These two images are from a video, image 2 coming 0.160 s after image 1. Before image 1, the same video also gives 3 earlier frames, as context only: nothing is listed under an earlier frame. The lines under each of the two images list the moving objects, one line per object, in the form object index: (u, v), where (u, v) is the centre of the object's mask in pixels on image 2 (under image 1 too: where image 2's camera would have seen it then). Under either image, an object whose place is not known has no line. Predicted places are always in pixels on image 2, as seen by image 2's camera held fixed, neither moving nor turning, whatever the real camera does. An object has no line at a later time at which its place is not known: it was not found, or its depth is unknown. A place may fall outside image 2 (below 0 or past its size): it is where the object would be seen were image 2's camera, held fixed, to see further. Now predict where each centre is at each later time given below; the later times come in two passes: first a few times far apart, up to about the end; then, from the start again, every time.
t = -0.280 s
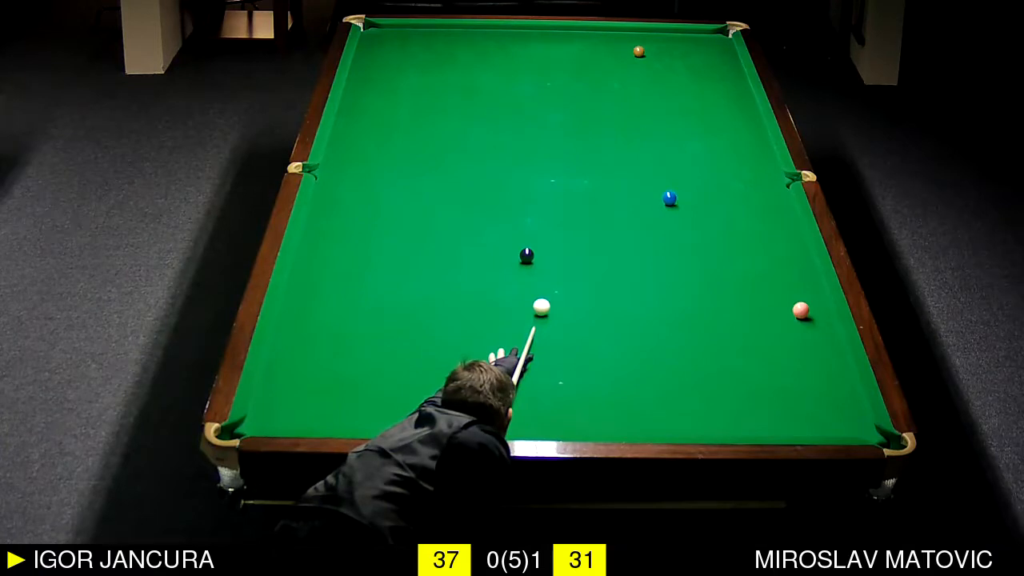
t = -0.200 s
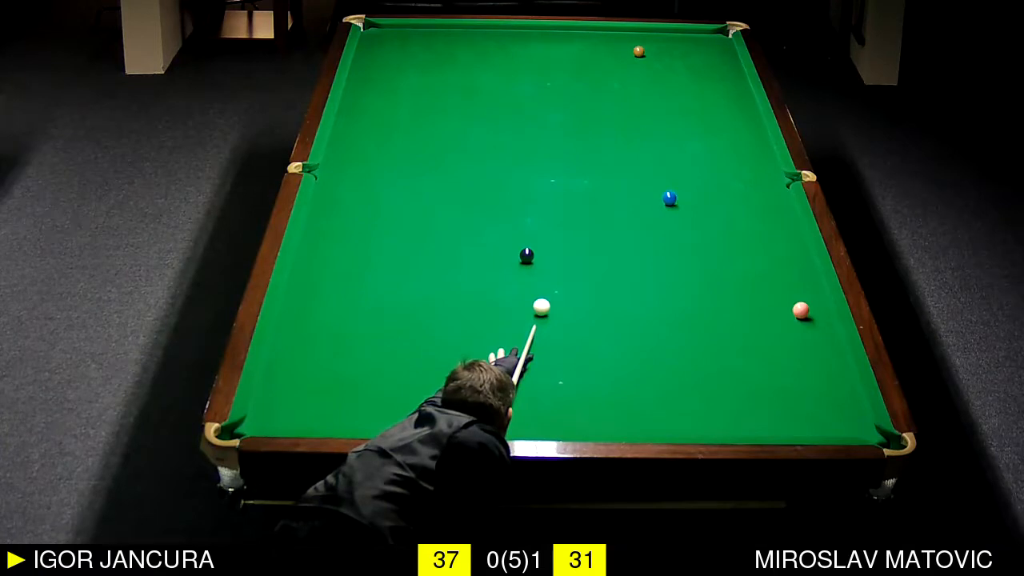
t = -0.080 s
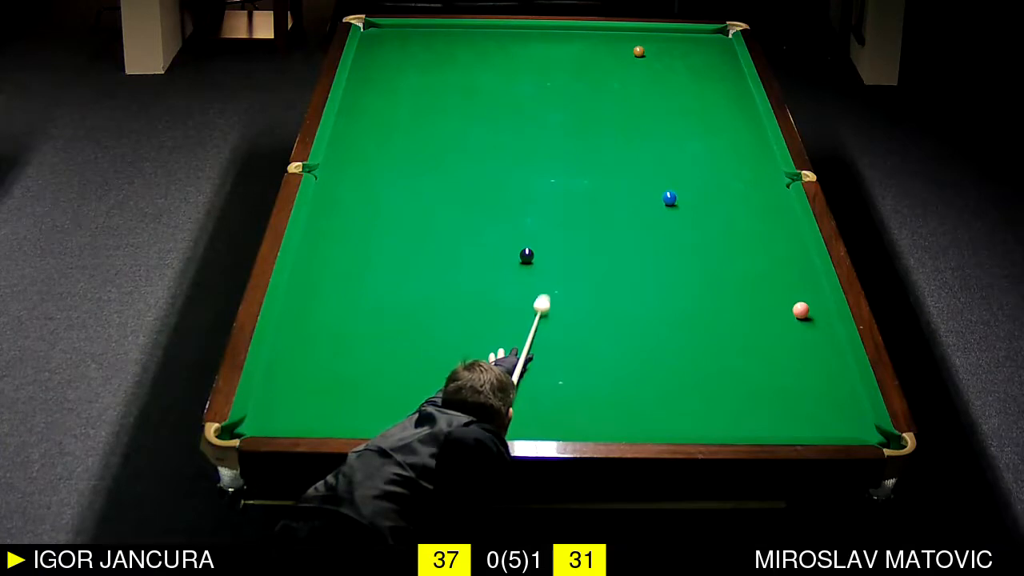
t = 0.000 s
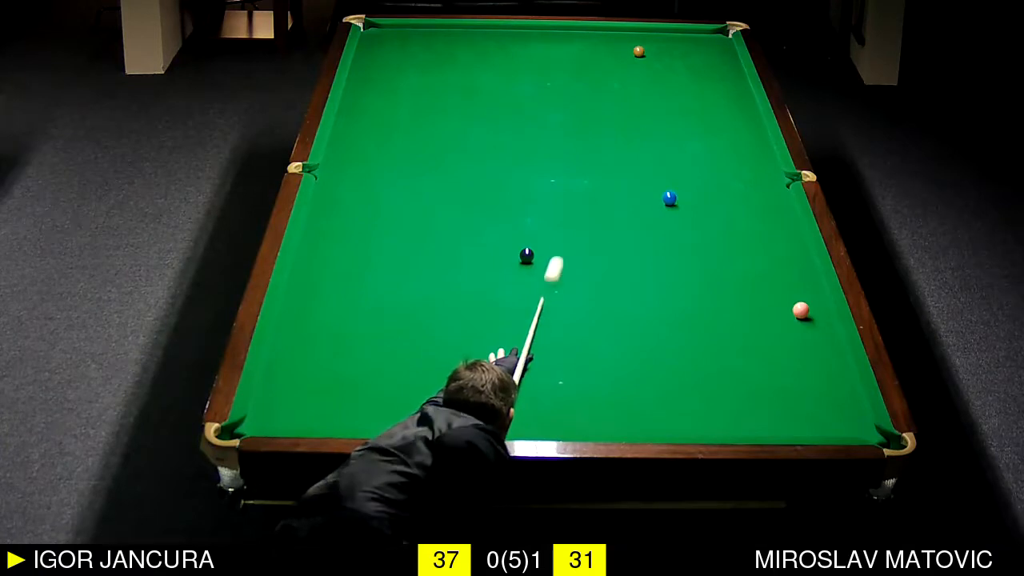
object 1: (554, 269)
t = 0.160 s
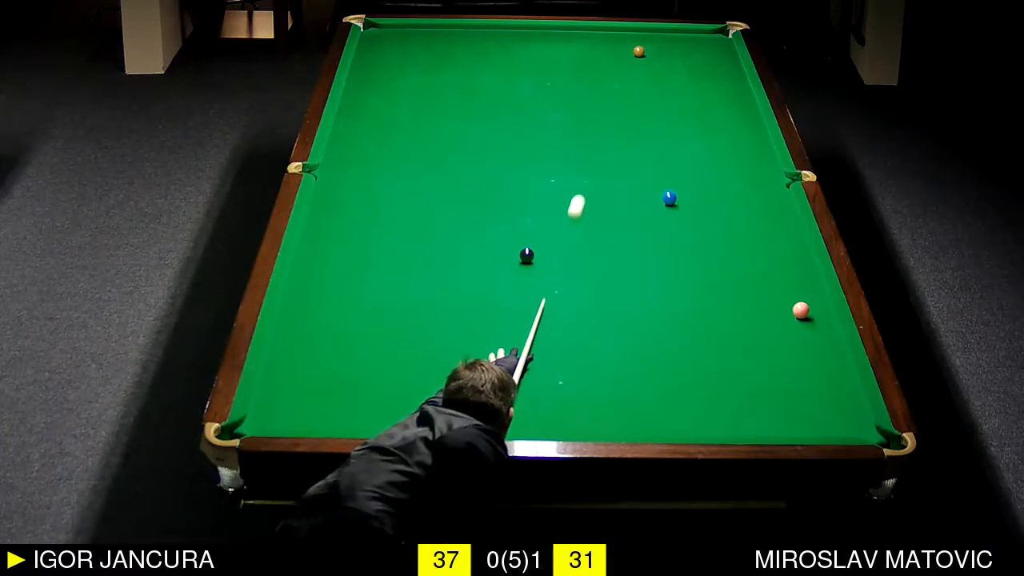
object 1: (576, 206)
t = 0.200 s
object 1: (581, 192)
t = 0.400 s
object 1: (600, 138)
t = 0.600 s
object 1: (614, 96)
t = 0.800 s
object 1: (627, 60)
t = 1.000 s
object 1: (602, 37)
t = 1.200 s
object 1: (579, 35)
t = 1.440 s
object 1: (555, 52)
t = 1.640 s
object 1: (534, 66)
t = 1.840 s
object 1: (513, 81)
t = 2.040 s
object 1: (490, 96)
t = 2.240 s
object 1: (468, 112)
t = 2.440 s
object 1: (445, 128)
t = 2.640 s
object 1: (421, 145)
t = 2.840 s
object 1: (396, 162)
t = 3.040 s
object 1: (371, 180)
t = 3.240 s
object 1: (345, 198)
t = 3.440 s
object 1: (319, 217)
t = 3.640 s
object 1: (315, 235)
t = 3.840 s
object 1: (322, 251)
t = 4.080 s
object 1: (331, 271)
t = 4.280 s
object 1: (340, 285)
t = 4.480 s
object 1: (346, 304)
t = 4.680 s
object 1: (354, 322)
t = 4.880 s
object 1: (363, 339)
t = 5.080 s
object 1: (371, 356)
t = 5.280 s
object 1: (379, 374)
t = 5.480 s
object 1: (388, 391)
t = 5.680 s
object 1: (396, 408)
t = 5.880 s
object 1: (405, 422)
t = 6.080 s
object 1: (414, 417)
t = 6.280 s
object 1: (422, 407)
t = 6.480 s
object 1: (430, 398)
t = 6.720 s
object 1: (439, 388)
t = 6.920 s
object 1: (445, 381)
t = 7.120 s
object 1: (451, 374)
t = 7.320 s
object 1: (456, 368)
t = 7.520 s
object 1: (460, 363)
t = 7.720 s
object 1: (464, 359)
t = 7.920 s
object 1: (468, 355)
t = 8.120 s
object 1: (471, 352)
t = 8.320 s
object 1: (472, 350)
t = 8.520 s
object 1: (473, 349)
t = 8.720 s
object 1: (474, 347)
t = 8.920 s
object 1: (474, 347)
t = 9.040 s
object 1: (474, 348)
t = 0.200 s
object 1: (581, 192)
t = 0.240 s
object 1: (585, 180)
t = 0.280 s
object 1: (589, 168)
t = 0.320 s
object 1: (593, 158)
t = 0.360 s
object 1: (597, 148)
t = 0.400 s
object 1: (600, 138)
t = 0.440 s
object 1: (603, 129)
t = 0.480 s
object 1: (606, 120)
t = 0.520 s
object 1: (609, 112)
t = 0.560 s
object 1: (611, 104)
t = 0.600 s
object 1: (614, 96)
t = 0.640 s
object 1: (617, 88)
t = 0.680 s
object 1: (620, 81)
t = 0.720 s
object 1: (622, 73)
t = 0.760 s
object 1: (625, 66)
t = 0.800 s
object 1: (627, 60)
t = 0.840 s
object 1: (629, 53)
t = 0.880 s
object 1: (622, 49)
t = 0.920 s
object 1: (615, 45)
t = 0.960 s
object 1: (608, 41)
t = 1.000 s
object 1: (602, 37)
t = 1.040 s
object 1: (596, 33)
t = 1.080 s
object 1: (591, 29)
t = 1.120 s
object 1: (586, 28)
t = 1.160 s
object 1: (582, 32)
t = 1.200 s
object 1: (579, 35)
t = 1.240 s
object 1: (575, 38)
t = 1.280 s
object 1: (571, 41)
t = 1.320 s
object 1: (567, 44)
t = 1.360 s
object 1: (563, 47)
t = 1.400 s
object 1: (558, 49)
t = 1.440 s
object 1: (555, 52)
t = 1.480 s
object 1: (550, 55)
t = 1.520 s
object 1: (546, 58)
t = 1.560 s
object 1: (542, 61)
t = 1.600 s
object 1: (538, 63)
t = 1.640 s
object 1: (534, 66)
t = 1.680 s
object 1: (530, 69)
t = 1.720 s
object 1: (525, 72)
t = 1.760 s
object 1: (521, 75)
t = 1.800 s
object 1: (517, 78)
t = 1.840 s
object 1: (513, 81)
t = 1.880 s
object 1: (508, 84)
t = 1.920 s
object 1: (504, 87)
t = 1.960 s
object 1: (499, 90)
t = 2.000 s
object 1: (495, 93)
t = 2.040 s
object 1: (490, 96)
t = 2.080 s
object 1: (486, 99)
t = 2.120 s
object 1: (481, 102)
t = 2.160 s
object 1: (477, 106)
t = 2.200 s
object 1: (472, 109)
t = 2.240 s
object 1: (468, 112)
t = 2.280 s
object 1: (463, 115)
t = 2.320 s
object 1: (458, 118)
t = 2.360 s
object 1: (454, 122)
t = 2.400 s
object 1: (449, 125)
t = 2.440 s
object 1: (445, 128)
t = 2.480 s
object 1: (440, 131)
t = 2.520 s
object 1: (435, 135)
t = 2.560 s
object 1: (430, 138)
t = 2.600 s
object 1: (426, 142)
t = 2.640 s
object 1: (421, 145)
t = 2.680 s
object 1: (416, 148)
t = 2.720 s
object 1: (411, 152)
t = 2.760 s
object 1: (406, 155)
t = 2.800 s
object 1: (401, 159)
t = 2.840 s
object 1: (396, 162)
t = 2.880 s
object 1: (391, 166)
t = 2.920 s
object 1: (386, 169)
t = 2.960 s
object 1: (381, 173)
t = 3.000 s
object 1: (376, 176)
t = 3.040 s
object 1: (371, 180)
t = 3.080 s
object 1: (366, 184)
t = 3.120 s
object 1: (361, 187)
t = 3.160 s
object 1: (356, 191)
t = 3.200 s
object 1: (350, 195)
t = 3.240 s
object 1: (345, 198)
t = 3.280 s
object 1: (340, 202)
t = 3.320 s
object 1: (335, 206)
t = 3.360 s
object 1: (330, 209)
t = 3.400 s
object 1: (324, 213)
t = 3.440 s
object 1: (319, 217)
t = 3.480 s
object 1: (314, 221)
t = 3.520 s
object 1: (310, 224)
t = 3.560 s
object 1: (312, 228)
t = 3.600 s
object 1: (314, 231)
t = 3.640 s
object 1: (315, 235)
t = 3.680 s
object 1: (316, 238)
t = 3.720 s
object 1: (318, 241)
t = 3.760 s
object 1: (319, 244)
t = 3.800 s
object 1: (321, 247)
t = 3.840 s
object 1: (322, 251)
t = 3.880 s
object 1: (323, 254)
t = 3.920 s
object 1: (325, 258)
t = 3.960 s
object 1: (326, 261)
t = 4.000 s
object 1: (328, 264)
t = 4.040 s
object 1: (329, 268)
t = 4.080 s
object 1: (331, 271)
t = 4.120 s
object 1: (332, 273)
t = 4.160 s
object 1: (334, 275)
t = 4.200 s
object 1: (336, 278)
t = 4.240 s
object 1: (338, 281)
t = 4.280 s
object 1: (340, 285)
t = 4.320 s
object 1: (342, 288)
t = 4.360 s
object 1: (343, 293)
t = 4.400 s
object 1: (343, 298)
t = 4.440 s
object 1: (345, 301)
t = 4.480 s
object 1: (346, 304)
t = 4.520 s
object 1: (348, 308)
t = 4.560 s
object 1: (349, 312)
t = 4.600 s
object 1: (351, 315)
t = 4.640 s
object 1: (353, 318)
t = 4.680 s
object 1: (354, 322)
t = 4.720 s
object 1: (356, 325)
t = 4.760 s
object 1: (358, 329)
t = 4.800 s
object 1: (359, 332)
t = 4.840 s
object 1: (361, 336)
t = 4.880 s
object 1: (363, 339)
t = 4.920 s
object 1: (364, 342)
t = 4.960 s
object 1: (366, 346)
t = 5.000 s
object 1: (367, 350)
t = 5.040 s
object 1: (369, 353)
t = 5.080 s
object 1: (371, 356)
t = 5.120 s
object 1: (372, 360)
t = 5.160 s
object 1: (374, 363)
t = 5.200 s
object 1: (376, 367)
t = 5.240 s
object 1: (378, 370)
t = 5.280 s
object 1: (379, 374)
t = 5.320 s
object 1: (381, 377)
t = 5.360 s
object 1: (383, 380)
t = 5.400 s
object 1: (384, 384)
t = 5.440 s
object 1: (386, 387)
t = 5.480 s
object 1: (388, 391)
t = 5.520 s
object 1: (389, 394)
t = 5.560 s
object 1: (392, 397)
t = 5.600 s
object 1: (393, 401)
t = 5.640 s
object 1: (395, 404)
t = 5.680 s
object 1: (396, 408)
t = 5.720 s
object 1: (398, 411)
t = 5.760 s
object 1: (400, 414)
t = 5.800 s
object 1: (402, 417)
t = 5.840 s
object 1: (404, 420)
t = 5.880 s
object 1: (405, 422)
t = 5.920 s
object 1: (407, 424)
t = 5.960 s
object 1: (409, 422)
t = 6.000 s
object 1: (411, 421)
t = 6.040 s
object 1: (413, 419)
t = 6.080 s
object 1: (414, 417)
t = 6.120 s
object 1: (416, 415)
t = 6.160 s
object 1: (418, 413)
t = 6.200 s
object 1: (419, 411)
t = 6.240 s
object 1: (421, 409)
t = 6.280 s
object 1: (422, 407)
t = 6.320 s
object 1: (424, 405)
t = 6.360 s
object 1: (425, 403)
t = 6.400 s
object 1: (427, 402)
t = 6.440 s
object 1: (429, 400)
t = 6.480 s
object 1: (430, 398)
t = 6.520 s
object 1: (432, 396)
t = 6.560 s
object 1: (433, 394)
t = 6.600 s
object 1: (435, 393)
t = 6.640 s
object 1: (436, 391)
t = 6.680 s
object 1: (437, 390)
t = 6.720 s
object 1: (439, 388)
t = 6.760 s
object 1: (440, 386)
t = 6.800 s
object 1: (441, 385)
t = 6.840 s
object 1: (443, 383)
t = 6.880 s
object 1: (444, 382)
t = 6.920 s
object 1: (445, 381)
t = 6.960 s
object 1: (446, 379)
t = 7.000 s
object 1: (447, 378)
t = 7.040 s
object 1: (449, 376)
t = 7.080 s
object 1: (450, 375)
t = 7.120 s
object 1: (451, 374)
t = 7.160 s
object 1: (452, 373)
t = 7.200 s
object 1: (453, 371)
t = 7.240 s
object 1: (454, 370)
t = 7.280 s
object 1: (455, 369)
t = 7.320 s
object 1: (456, 368)
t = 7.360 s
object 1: (457, 367)
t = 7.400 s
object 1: (458, 366)
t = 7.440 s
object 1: (459, 365)
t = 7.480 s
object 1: (459, 364)
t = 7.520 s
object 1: (460, 363)
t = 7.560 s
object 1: (461, 362)
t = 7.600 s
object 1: (462, 362)
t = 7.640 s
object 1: (463, 360)
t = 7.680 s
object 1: (464, 359)
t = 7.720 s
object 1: (464, 359)
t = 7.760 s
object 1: (465, 358)
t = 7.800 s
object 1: (466, 357)
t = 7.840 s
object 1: (466, 356)
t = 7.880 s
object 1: (467, 356)
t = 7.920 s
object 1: (468, 355)
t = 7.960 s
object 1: (468, 354)
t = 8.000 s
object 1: (469, 354)
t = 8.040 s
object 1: (469, 353)
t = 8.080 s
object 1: (470, 353)
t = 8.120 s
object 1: (471, 352)
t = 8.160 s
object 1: (471, 352)
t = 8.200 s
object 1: (471, 351)
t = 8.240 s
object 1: (472, 351)
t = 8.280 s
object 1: (472, 350)
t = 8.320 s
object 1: (472, 350)
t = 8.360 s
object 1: (472, 350)
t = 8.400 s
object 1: (473, 349)
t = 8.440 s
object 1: (473, 349)
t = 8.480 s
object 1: (473, 349)
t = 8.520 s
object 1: (473, 349)
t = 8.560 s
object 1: (473, 348)
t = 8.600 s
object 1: (474, 348)
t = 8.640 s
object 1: (474, 348)
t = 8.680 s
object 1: (474, 347)
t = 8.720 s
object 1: (474, 347)
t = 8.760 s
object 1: (474, 348)
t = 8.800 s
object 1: (474, 348)
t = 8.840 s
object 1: (474, 348)
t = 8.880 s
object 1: (475, 347)
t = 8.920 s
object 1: (474, 347)
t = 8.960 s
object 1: (474, 347)
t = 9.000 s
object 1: (474, 348)
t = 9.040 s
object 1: (474, 348)
